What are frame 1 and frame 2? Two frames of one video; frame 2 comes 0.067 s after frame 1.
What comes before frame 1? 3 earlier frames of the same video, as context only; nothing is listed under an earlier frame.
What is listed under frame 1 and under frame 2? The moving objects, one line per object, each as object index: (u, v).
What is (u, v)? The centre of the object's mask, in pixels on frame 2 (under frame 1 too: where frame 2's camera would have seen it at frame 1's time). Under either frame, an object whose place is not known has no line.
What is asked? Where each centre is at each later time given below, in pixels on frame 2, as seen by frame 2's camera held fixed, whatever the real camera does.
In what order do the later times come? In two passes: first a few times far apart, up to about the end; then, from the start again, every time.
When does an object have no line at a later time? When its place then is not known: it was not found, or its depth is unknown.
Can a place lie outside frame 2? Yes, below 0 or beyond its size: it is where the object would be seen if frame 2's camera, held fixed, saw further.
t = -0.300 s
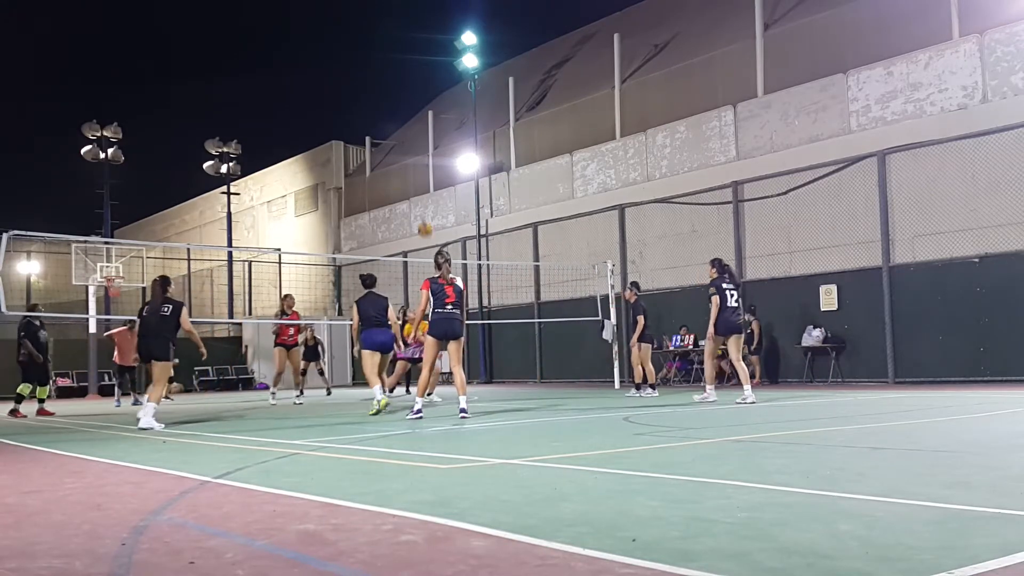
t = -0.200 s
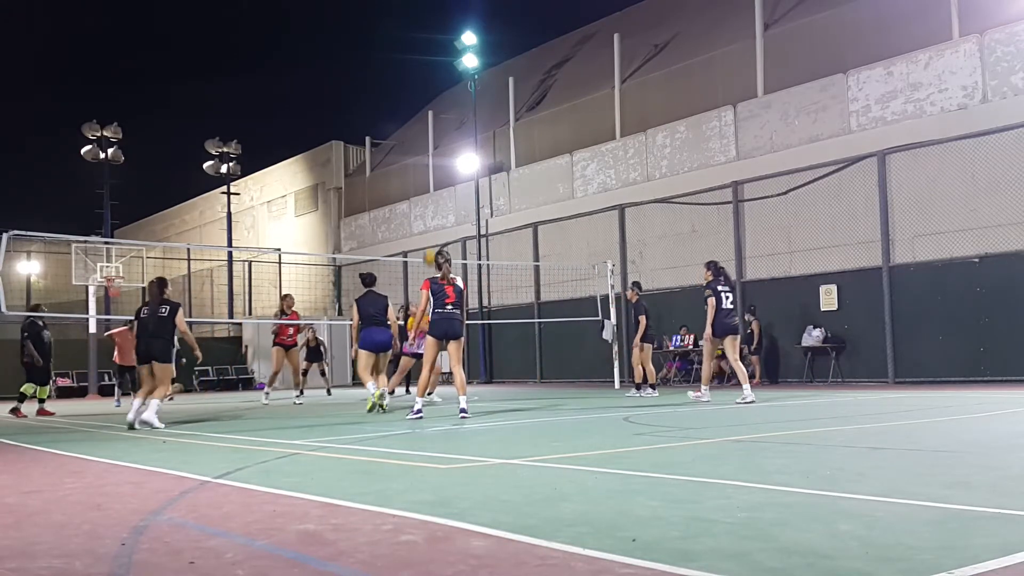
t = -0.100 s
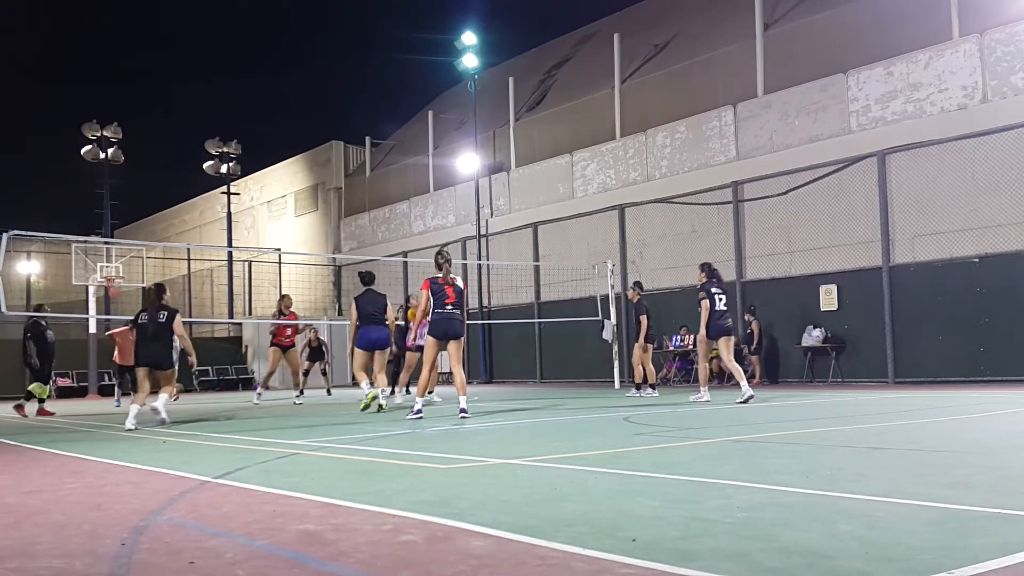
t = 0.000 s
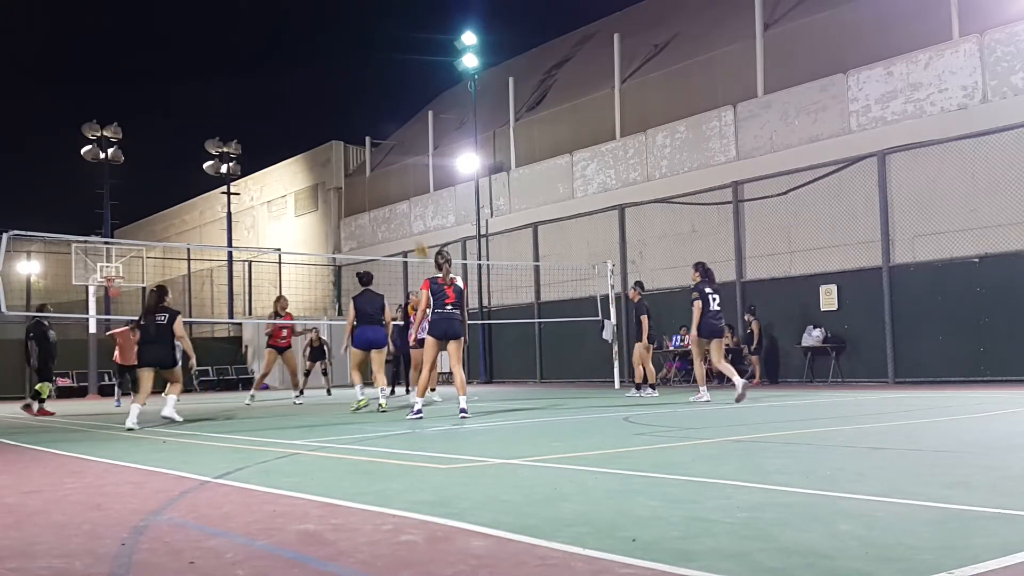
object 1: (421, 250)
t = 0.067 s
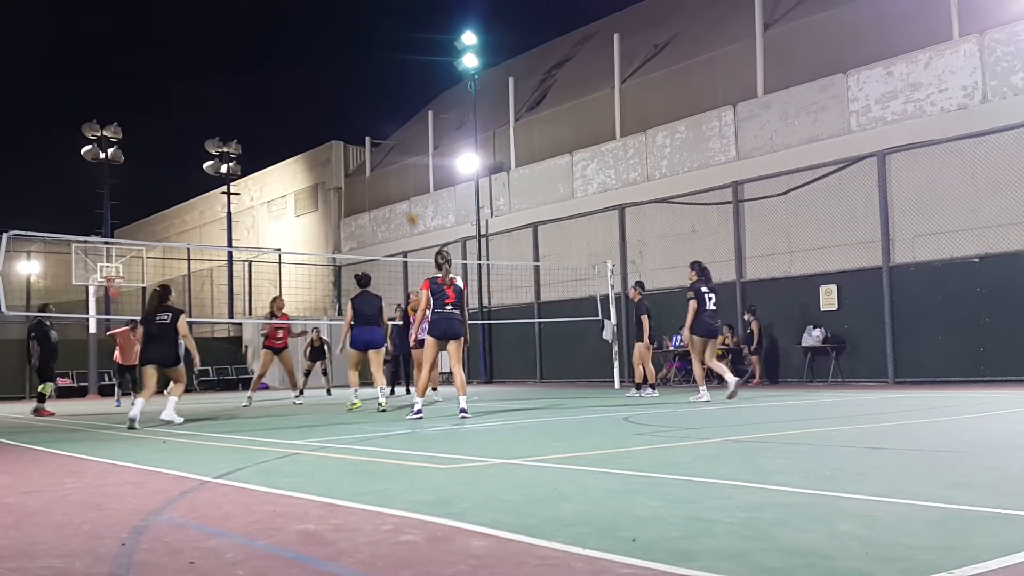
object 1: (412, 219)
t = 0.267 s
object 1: (385, 145)
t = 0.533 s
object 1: (351, 91)
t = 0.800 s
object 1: (318, 85)
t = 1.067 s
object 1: (287, 129)
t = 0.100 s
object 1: (408, 204)
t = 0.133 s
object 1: (403, 191)
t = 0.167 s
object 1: (399, 179)
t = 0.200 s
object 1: (394, 167)
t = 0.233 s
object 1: (390, 156)
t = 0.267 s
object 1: (385, 145)
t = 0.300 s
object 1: (381, 136)
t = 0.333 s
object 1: (376, 127)
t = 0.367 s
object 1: (372, 119)
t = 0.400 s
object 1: (367, 112)
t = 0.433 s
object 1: (363, 106)
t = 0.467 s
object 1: (359, 100)
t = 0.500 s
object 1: (355, 95)
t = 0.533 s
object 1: (351, 91)
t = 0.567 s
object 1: (347, 88)
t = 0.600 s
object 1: (343, 85)
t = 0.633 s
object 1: (338, 84)
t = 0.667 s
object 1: (334, 82)
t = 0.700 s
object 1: (330, 82)
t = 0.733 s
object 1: (326, 82)
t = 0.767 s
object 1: (322, 84)
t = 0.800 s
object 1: (318, 85)
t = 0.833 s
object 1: (314, 88)
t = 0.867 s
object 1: (310, 92)
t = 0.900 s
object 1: (306, 96)
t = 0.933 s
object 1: (302, 101)
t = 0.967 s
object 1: (299, 107)
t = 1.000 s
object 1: (295, 113)
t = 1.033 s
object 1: (291, 121)
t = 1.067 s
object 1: (287, 129)
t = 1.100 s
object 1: (284, 138)
